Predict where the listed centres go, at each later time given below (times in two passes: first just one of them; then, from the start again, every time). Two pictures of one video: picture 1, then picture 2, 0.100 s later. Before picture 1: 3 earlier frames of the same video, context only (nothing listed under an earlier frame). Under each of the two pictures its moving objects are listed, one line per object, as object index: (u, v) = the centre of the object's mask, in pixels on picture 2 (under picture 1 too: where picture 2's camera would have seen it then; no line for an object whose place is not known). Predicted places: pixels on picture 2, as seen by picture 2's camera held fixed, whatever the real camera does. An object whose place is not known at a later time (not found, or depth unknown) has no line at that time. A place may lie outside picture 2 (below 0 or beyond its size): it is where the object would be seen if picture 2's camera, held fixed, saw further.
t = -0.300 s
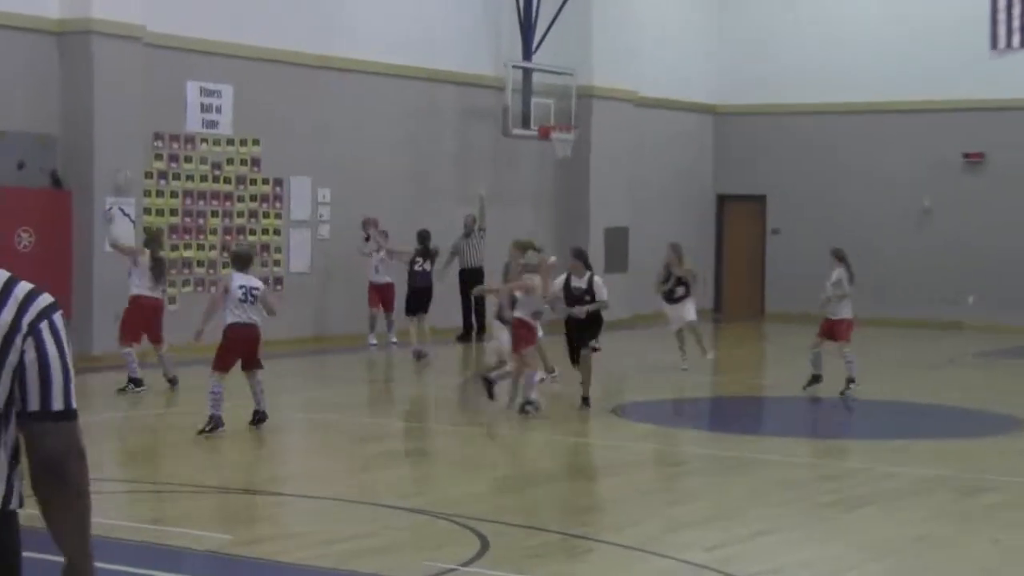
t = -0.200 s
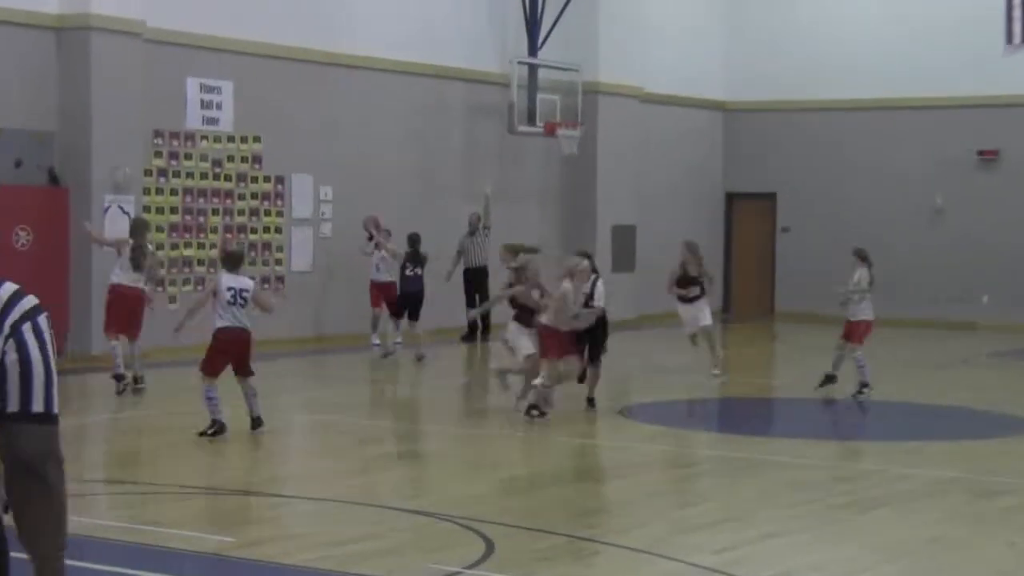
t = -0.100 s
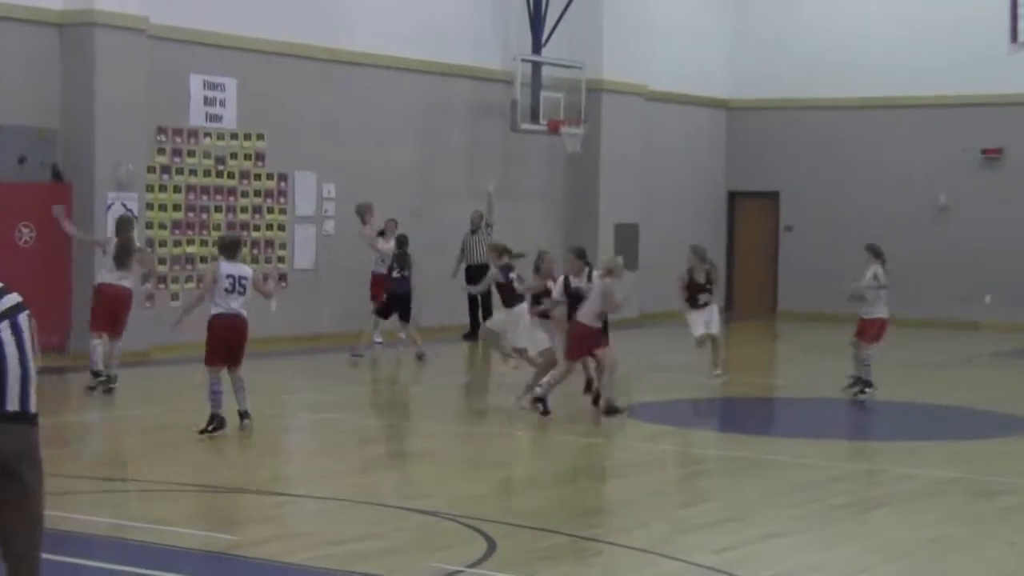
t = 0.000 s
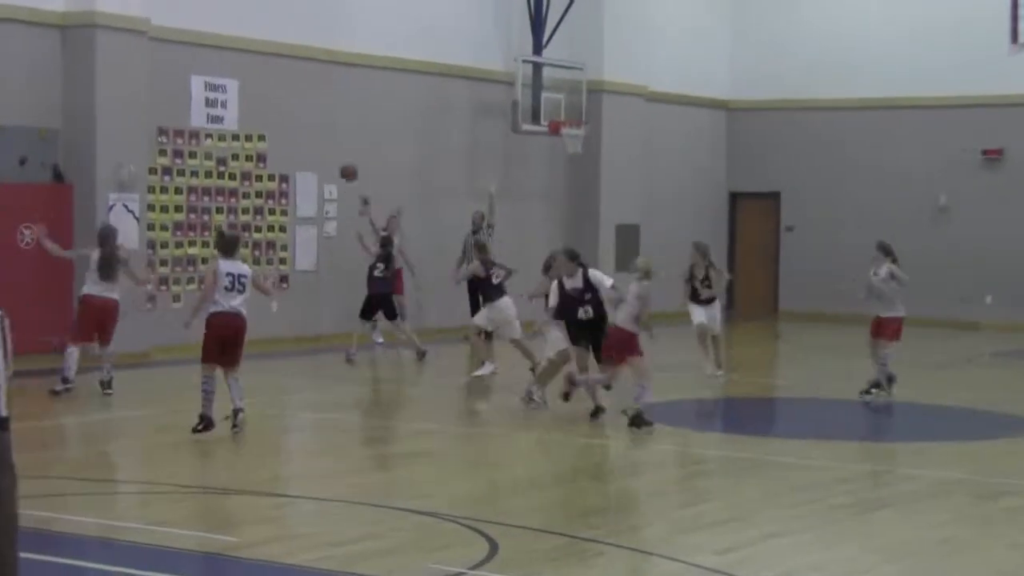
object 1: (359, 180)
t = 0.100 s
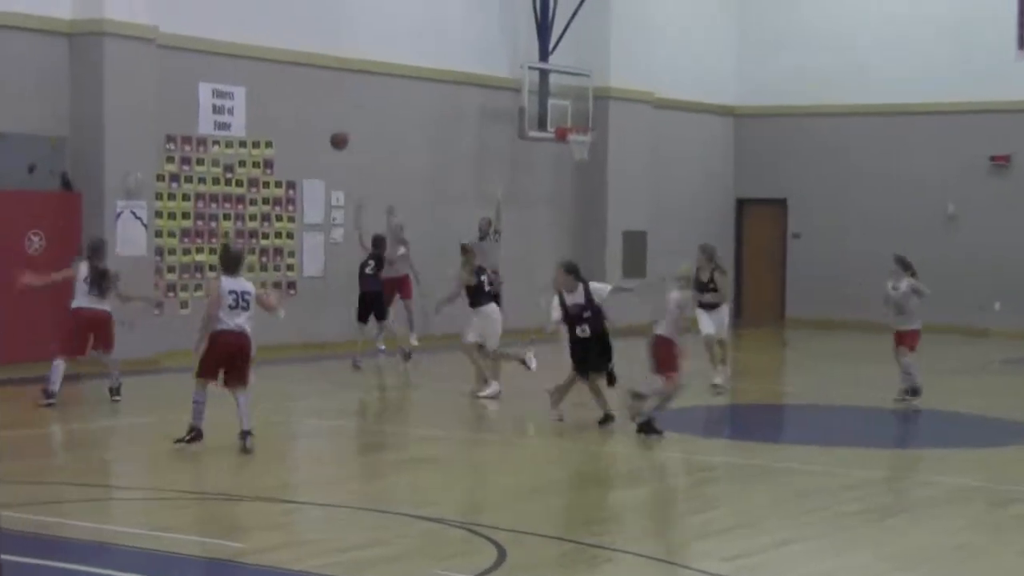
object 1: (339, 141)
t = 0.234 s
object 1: (317, 98)
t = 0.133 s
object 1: (332, 128)
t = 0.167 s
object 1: (327, 118)
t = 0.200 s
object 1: (322, 108)
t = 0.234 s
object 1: (317, 98)
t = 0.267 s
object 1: (312, 88)
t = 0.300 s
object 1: (306, 80)
